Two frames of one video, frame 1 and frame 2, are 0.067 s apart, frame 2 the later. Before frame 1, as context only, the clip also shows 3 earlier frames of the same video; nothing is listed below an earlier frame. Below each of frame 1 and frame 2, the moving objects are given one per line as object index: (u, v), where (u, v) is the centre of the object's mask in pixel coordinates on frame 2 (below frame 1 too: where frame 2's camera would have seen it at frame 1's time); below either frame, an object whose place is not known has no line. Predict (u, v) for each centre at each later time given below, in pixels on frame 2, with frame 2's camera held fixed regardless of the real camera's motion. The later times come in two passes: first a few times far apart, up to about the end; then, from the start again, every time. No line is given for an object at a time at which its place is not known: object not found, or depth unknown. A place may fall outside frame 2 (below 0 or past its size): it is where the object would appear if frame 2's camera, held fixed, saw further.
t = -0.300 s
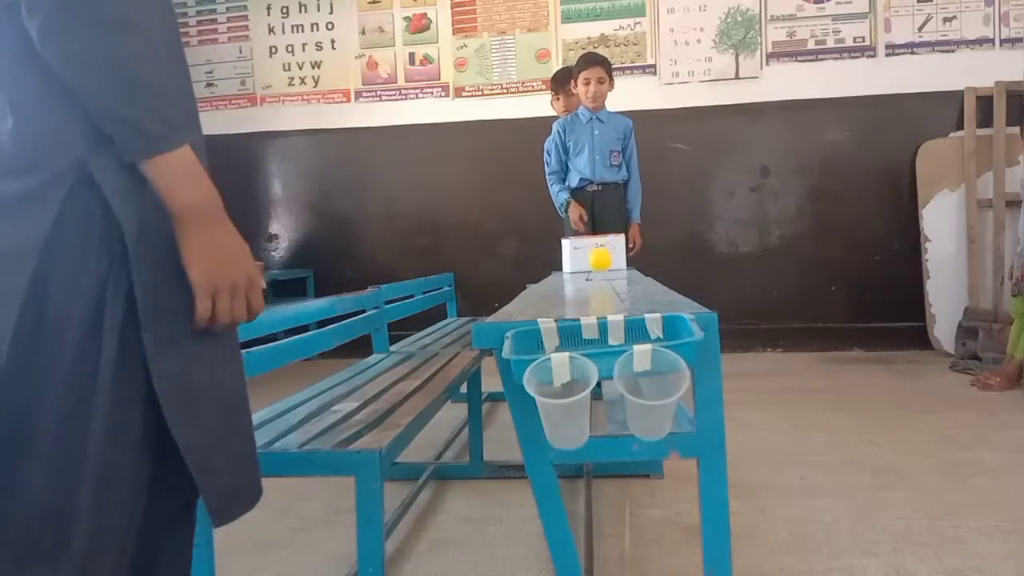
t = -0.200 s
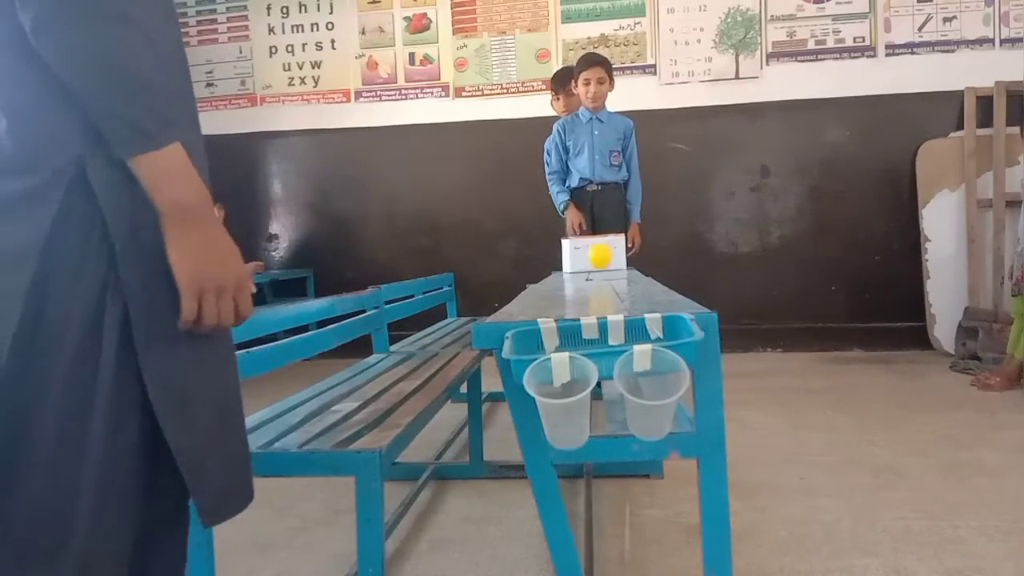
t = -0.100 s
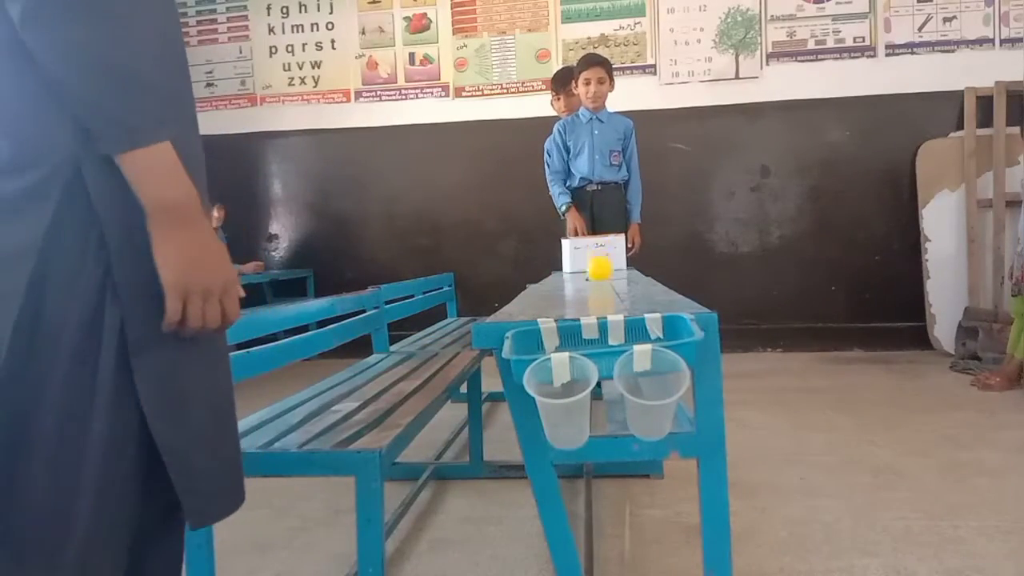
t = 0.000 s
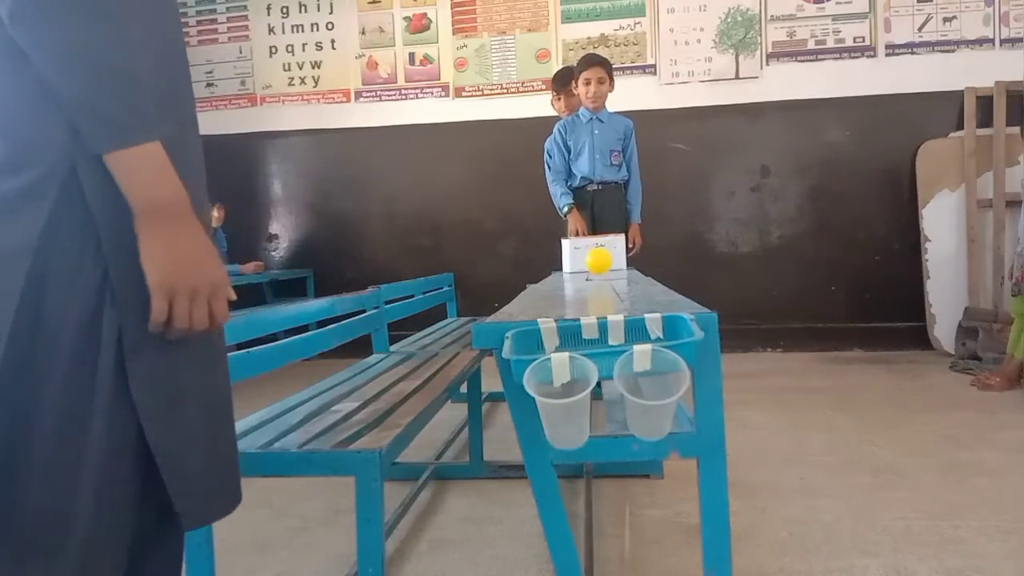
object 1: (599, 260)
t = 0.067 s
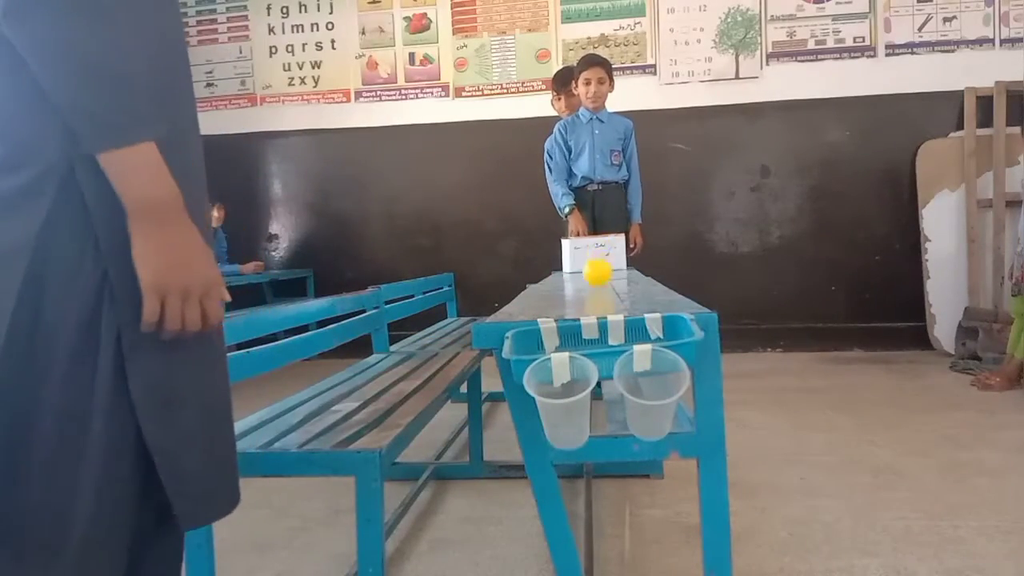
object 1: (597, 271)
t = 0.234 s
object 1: (589, 271)
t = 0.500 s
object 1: (575, 281)
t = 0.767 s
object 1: (551, 289)
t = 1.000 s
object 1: (525, 302)
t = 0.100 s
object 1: (596, 266)
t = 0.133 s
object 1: (594, 265)
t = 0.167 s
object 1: (592, 267)
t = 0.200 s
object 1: (591, 274)
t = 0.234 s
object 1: (589, 271)
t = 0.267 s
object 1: (588, 271)
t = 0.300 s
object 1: (587, 276)
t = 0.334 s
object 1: (586, 275)
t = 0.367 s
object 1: (585, 275)
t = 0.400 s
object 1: (582, 279)
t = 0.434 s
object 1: (580, 279)
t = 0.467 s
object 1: (578, 281)
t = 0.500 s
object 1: (575, 281)
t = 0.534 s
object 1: (573, 284)
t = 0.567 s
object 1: (570, 285)
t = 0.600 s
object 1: (568, 286)
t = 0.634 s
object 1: (565, 287)
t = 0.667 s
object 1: (562, 287)
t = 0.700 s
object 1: (558, 285)
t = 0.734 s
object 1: (554, 288)
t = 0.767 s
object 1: (551, 289)
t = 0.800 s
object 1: (548, 289)
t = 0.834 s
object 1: (545, 293)
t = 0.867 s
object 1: (542, 292)
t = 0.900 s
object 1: (539, 295)
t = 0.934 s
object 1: (535, 293)
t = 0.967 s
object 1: (530, 294)
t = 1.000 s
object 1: (525, 302)
